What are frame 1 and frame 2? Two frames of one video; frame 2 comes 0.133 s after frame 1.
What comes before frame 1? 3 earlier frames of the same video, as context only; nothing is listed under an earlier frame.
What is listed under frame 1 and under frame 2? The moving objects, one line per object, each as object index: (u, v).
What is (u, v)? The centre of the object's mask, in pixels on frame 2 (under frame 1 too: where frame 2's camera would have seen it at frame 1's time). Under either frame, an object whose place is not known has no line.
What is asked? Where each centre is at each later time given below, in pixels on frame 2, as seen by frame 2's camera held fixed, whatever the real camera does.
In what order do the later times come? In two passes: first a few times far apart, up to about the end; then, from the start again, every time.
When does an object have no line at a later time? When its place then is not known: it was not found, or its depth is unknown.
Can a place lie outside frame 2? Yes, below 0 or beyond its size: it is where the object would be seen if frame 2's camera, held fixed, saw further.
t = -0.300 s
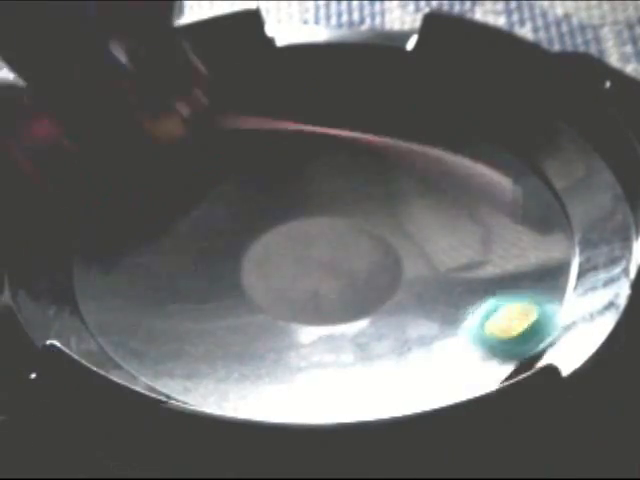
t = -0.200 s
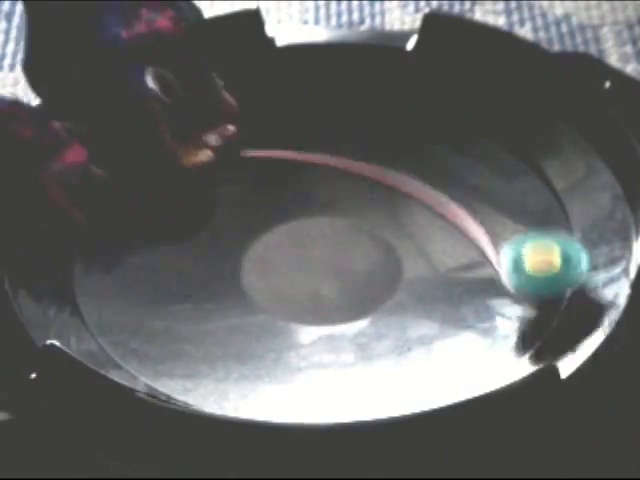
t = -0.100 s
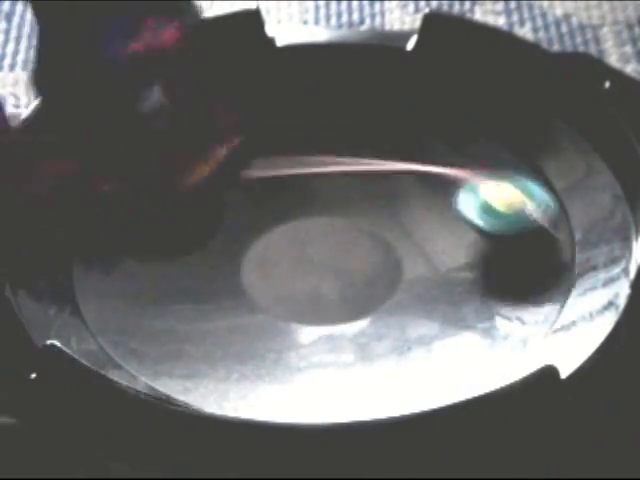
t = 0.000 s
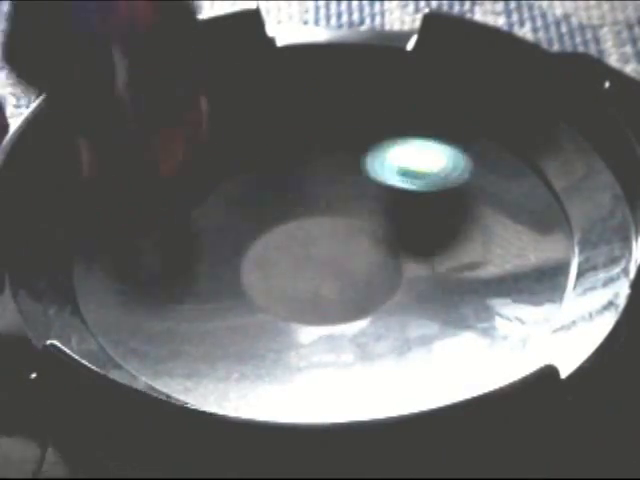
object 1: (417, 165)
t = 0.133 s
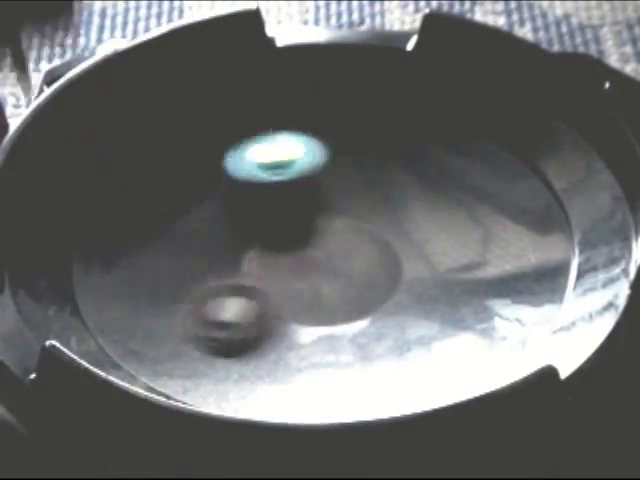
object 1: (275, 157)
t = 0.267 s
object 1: (159, 193)
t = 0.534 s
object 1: (149, 344)
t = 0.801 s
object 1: (413, 352)
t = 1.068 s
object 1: (415, 191)
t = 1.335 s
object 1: (177, 151)
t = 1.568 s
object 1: (78, 249)
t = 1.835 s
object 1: (265, 348)
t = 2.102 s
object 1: (427, 219)
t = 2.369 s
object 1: (293, 108)
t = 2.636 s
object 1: (107, 172)
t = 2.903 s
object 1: (220, 310)
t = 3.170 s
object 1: (450, 229)
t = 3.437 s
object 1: (396, 106)
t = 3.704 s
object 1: (247, 125)
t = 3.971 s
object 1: (238, 246)
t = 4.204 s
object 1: (400, 277)
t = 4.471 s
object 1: (490, 159)
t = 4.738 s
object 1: (350, 123)
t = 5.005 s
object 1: (262, 224)
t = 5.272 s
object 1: (366, 309)
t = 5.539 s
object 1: (504, 246)
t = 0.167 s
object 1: (243, 162)
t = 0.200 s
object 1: (213, 170)
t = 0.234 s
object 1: (184, 180)
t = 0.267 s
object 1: (159, 193)
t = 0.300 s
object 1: (137, 209)
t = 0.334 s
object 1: (120, 227)
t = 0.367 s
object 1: (106, 246)
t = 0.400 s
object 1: (99, 268)
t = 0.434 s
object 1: (99, 289)
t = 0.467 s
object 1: (104, 310)
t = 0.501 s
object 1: (122, 327)
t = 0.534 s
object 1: (149, 344)
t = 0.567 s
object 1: (178, 358)
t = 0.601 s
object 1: (209, 368)
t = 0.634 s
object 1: (238, 374)
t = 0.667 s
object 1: (272, 379)
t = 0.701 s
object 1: (309, 379)
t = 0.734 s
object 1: (350, 373)
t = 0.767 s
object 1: (386, 366)
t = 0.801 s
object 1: (413, 352)
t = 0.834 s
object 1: (441, 334)
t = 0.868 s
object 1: (457, 316)
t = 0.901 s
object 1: (467, 295)
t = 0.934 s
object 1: (469, 273)
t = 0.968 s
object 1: (463, 251)
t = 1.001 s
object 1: (451, 228)
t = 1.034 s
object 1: (436, 209)
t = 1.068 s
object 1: (415, 191)
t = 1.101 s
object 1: (391, 176)
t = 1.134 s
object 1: (362, 163)
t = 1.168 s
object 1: (333, 153)
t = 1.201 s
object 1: (303, 147)
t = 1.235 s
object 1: (271, 144)
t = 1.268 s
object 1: (238, 144)
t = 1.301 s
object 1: (206, 146)
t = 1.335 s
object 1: (177, 151)
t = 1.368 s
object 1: (150, 159)
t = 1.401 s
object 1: (128, 169)
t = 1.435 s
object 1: (109, 181)
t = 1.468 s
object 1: (94, 195)
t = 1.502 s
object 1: (82, 211)
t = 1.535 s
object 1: (75, 230)
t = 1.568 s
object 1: (78, 249)
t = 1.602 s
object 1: (86, 268)
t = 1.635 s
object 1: (100, 287)
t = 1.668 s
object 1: (119, 304)
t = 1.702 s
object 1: (140, 319)
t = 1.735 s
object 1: (168, 332)
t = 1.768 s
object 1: (199, 341)
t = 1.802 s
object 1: (233, 347)
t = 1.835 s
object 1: (265, 348)
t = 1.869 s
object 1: (303, 344)
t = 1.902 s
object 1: (337, 335)
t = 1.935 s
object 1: (366, 321)
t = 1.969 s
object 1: (391, 305)
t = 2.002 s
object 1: (408, 286)
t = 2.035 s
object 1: (420, 264)
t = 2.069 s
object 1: (427, 241)
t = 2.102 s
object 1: (427, 219)
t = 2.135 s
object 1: (422, 198)
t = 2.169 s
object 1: (413, 179)
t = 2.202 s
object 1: (400, 161)
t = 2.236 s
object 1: (384, 145)
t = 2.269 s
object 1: (364, 131)
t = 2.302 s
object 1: (342, 120)
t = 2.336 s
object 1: (318, 112)
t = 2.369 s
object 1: (293, 108)
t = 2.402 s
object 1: (264, 105)
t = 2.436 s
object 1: (235, 105)
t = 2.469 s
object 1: (206, 108)
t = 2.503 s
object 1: (178, 114)
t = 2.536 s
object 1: (152, 123)
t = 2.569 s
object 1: (131, 135)
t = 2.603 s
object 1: (117, 153)
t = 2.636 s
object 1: (107, 172)
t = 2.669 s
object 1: (101, 192)
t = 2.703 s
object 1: (101, 213)
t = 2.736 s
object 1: (107, 234)
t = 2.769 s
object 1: (119, 254)
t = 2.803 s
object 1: (138, 272)
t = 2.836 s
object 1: (161, 289)
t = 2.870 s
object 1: (188, 302)
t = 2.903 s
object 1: (220, 310)
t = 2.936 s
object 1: (256, 316)
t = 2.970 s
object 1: (294, 315)
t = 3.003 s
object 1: (331, 308)
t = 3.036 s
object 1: (362, 300)
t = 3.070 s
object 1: (391, 287)
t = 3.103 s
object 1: (416, 270)
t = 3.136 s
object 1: (436, 250)
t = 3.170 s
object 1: (450, 229)
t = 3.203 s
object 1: (459, 208)
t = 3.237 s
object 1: (461, 188)
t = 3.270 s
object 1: (460, 169)
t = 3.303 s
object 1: (455, 153)
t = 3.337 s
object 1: (445, 137)
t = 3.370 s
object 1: (431, 124)
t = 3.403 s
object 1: (415, 114)
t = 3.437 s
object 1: (396, 106)
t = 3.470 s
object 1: (376, 100)
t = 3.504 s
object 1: (356, 96)
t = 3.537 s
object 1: (335, 95)
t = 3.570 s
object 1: (315, 97)
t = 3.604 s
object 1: (296, 101)
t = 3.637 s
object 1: (278, 107)
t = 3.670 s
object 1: (262, 115)
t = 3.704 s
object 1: (247, 125)
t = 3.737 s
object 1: (234, 136)
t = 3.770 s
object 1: (223, 148)
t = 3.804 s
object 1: (214, 163)
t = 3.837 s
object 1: (209, 179)
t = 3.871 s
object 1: (209, 196)
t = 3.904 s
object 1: (213, 214)
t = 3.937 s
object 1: (222, 230)
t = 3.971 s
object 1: (238, 246)
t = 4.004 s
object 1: (256, 259)
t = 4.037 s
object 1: (277, 269)
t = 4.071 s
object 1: (301, 276)
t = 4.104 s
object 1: (325, 280)
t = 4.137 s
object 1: (349, 282)
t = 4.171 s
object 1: (376, 281)
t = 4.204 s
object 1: (400, 277)
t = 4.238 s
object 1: (424, 270)
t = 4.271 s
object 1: (447, 257)
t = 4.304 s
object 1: (466, 244)
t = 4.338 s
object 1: (482, 227)
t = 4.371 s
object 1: (491, 210)
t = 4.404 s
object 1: (496, 192)
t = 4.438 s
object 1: (495, 175)
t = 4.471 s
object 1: (490, 159)
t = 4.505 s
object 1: (480, 144)
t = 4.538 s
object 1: (467, 132)
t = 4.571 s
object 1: (450, 123)
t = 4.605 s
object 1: (431, 117)
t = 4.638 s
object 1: (410, 114)
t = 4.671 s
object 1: (390, 114)
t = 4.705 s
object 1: (370, 118)
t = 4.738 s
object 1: (350, 123)
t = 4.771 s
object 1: (331, 130)
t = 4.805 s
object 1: (314, 140)
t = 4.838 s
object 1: (298, 151)
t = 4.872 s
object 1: (285, 163)
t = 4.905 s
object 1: (274, 178)
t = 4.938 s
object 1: (267, 193)
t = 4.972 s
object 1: (263, 209)
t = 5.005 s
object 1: (262, 224)
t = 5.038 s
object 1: (266, 239)
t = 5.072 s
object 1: (272, 253)
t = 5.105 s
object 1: (282, 266)
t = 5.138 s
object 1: (295, 278)
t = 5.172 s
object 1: (309, 290)
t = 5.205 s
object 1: (324, 298)
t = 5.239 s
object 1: (344, 305)
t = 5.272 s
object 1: (366, 309)
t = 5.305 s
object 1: (390, 311)
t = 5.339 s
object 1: (415, 309)
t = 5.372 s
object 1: (439, 304)
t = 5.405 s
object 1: (459, 295)
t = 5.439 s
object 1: (478, 284)
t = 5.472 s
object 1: (492, 272)
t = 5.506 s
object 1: (500, 260)
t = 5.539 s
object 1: (504, 246)
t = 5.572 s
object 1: (505, 234)
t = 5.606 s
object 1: (501, 223)
